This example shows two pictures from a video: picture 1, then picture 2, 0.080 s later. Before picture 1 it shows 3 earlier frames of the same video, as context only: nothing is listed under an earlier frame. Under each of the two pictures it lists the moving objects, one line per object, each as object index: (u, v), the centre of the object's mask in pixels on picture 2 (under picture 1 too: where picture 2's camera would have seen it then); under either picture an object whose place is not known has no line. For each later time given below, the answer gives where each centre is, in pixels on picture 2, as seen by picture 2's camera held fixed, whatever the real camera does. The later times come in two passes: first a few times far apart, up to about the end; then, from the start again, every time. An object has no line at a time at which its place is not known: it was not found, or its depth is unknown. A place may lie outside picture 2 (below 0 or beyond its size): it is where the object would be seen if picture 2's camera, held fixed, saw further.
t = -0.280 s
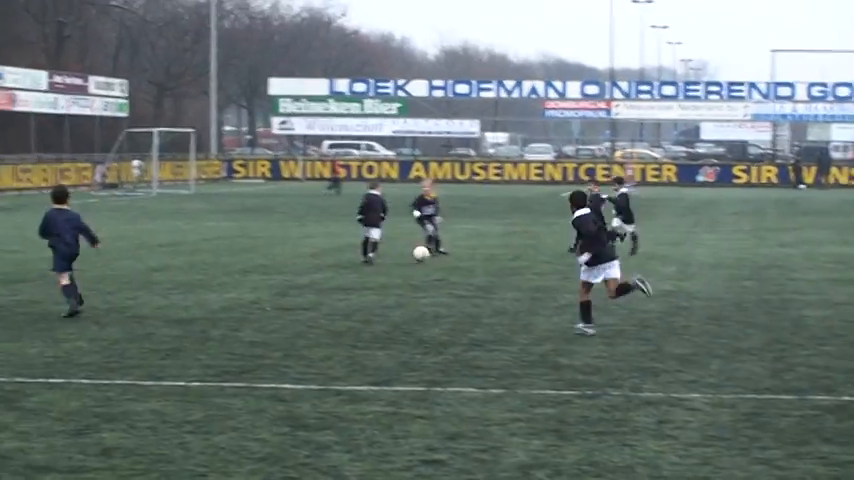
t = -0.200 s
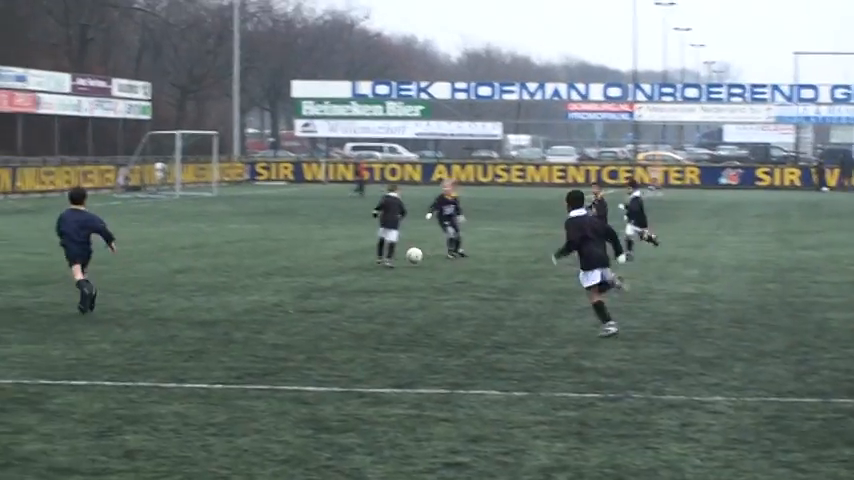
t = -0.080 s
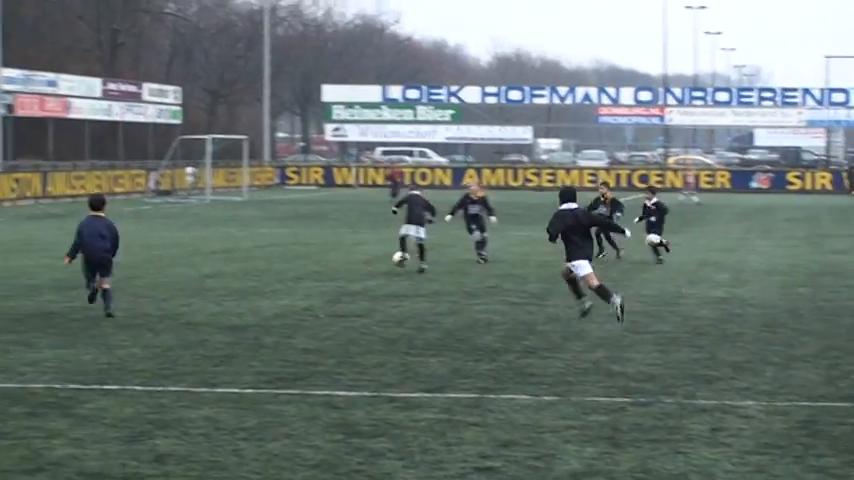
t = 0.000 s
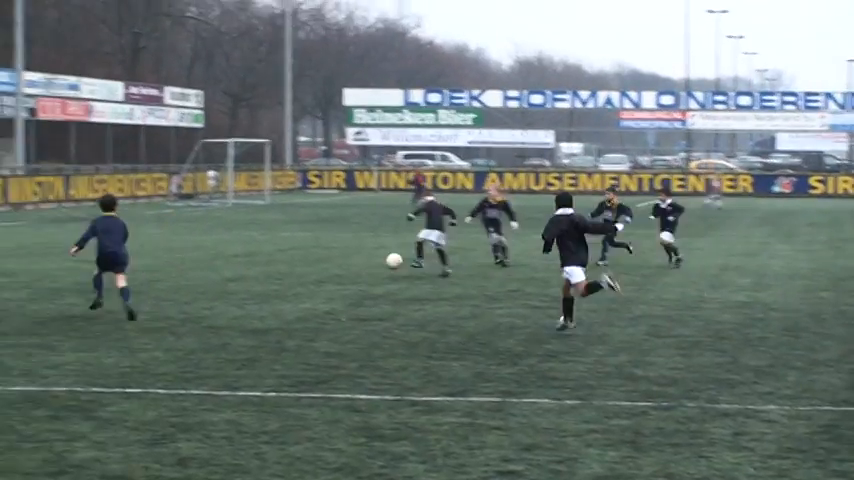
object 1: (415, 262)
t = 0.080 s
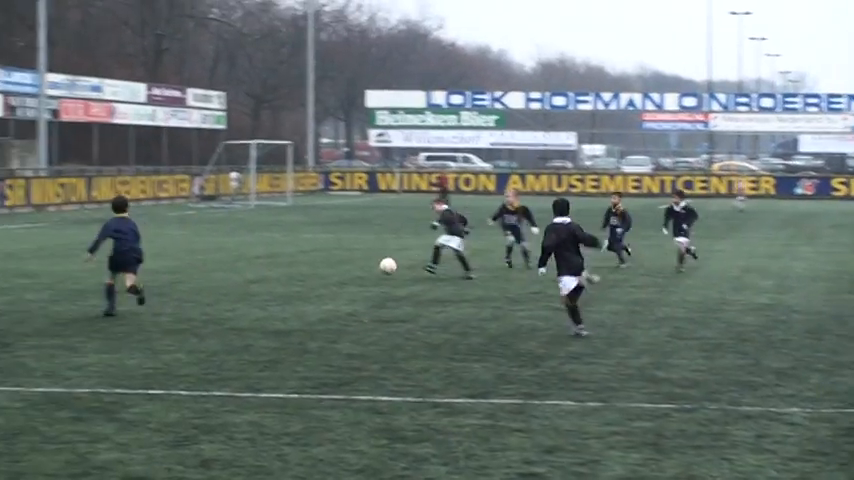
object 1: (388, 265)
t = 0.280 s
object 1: (319, 267)
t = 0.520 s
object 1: (235, 273)
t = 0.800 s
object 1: (134, 274)
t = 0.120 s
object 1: (374, 268)
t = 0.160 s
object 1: (360, 270)
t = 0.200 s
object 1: (346, 268)
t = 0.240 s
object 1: (332, 267)
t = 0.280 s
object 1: (319, 267)
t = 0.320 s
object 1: (305, 269)
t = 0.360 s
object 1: (291, 272)
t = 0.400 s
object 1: (277, 271)
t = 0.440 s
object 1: (263, 270)
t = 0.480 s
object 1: (249, 271)
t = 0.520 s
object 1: (235, 273)
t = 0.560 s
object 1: (221, 272)
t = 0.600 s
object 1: (207, 272)
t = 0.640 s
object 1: (192, 273)
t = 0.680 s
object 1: (178, 274)
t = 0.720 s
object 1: (164, 273)
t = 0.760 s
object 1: (149, 274)
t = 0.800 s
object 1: (134, 274)
